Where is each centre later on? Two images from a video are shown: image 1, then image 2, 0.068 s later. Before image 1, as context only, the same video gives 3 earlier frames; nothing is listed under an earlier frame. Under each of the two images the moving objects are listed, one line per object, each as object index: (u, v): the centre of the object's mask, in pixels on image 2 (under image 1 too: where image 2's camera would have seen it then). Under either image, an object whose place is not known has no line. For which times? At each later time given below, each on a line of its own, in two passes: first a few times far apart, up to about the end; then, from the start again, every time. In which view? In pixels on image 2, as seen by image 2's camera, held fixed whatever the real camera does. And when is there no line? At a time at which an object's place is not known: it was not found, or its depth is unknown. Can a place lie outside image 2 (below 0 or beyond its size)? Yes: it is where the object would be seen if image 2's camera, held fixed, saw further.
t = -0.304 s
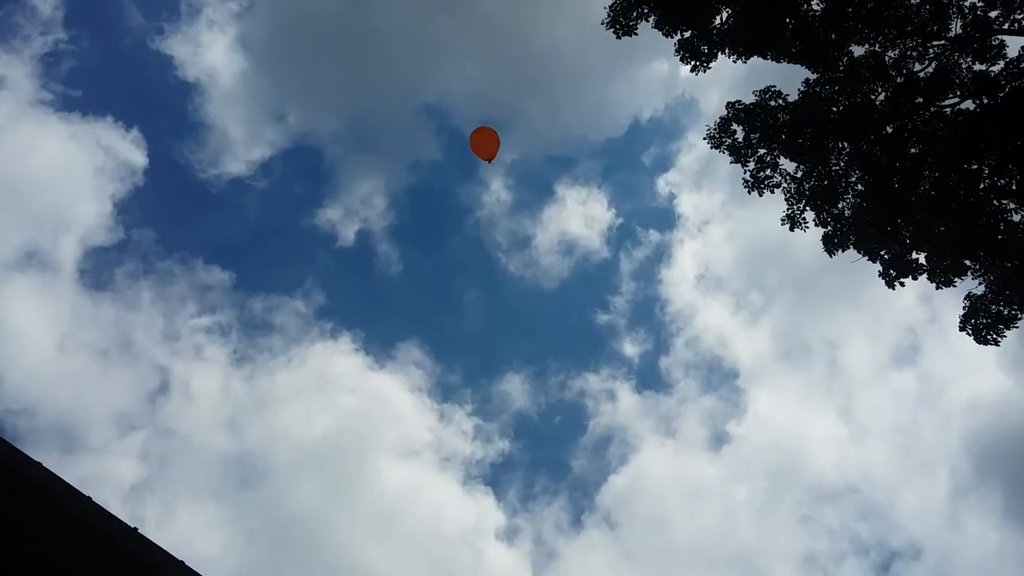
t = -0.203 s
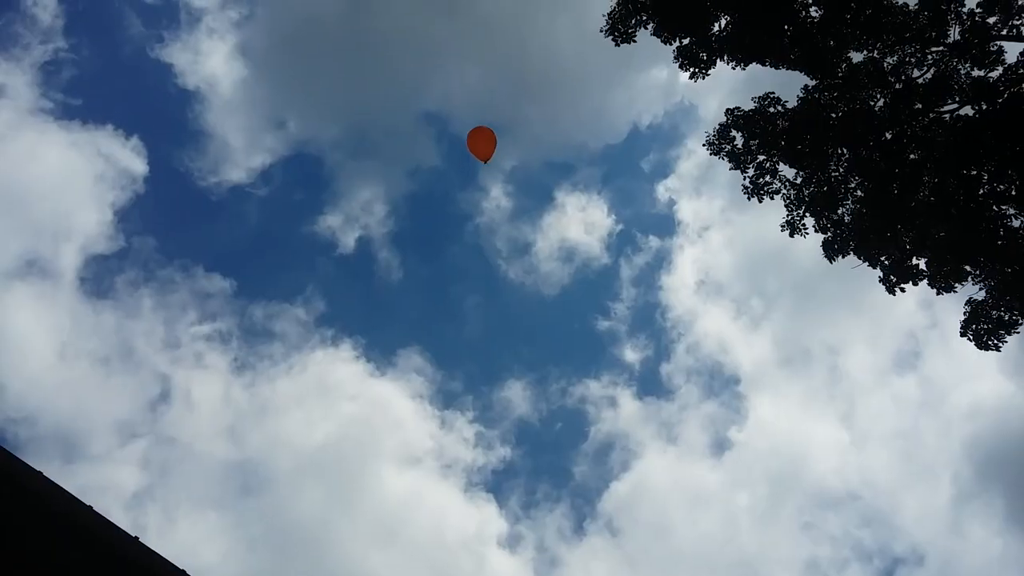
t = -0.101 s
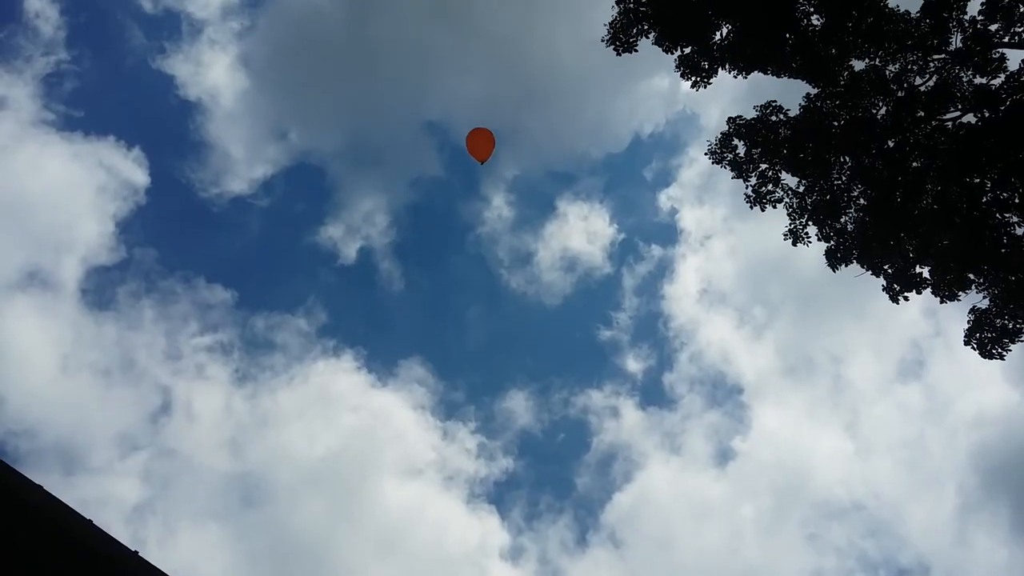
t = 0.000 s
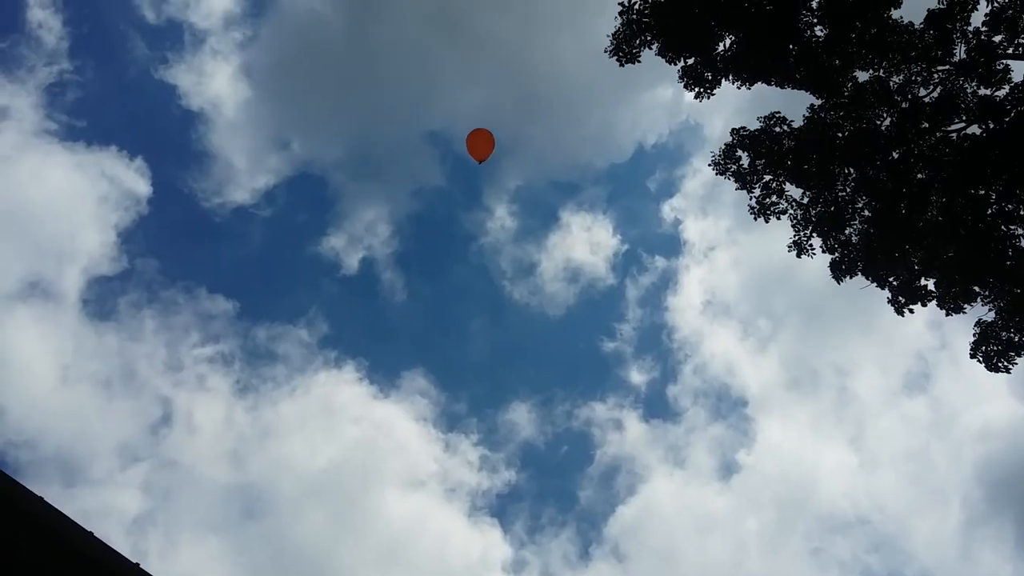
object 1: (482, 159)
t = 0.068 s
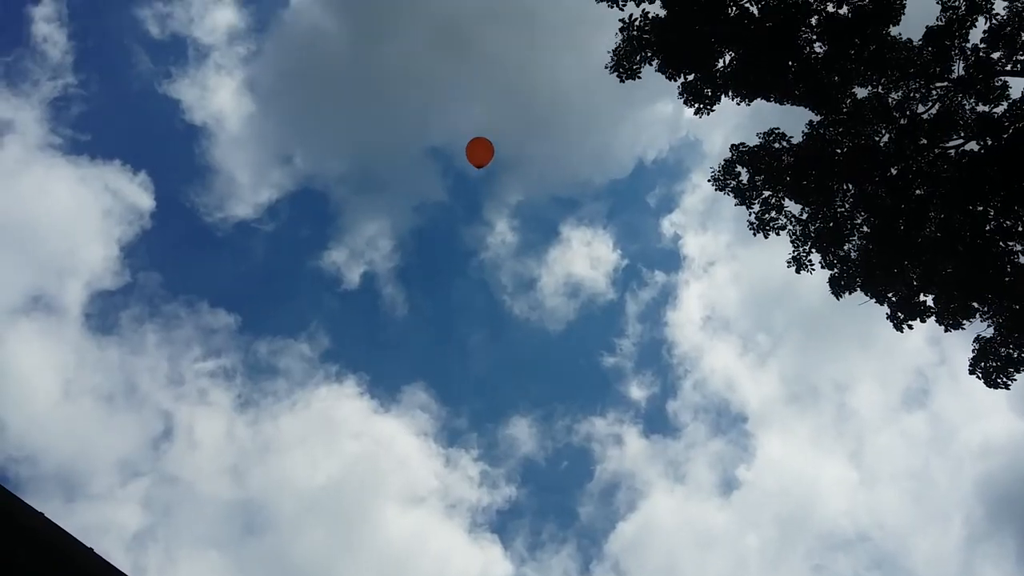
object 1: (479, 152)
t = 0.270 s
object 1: (474, 134)
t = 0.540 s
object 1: (469, 128)
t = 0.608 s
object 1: (469, 130)
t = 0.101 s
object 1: (479, 148)
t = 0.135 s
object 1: (478, 144)
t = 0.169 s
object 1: (477, 141)
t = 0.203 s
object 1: (476, 138)
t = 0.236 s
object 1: (475, 136)
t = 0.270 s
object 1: (474, 134)
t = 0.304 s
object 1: (473, 132)
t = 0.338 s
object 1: (472, 130)
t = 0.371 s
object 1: (471, 129)
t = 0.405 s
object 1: (471, 129)
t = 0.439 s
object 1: (470, 128)
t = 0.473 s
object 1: (470, 128)
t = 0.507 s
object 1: (469, 128)
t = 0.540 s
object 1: (469, 128)
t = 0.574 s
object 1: (469, 130)
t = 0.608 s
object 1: (469, 130)
